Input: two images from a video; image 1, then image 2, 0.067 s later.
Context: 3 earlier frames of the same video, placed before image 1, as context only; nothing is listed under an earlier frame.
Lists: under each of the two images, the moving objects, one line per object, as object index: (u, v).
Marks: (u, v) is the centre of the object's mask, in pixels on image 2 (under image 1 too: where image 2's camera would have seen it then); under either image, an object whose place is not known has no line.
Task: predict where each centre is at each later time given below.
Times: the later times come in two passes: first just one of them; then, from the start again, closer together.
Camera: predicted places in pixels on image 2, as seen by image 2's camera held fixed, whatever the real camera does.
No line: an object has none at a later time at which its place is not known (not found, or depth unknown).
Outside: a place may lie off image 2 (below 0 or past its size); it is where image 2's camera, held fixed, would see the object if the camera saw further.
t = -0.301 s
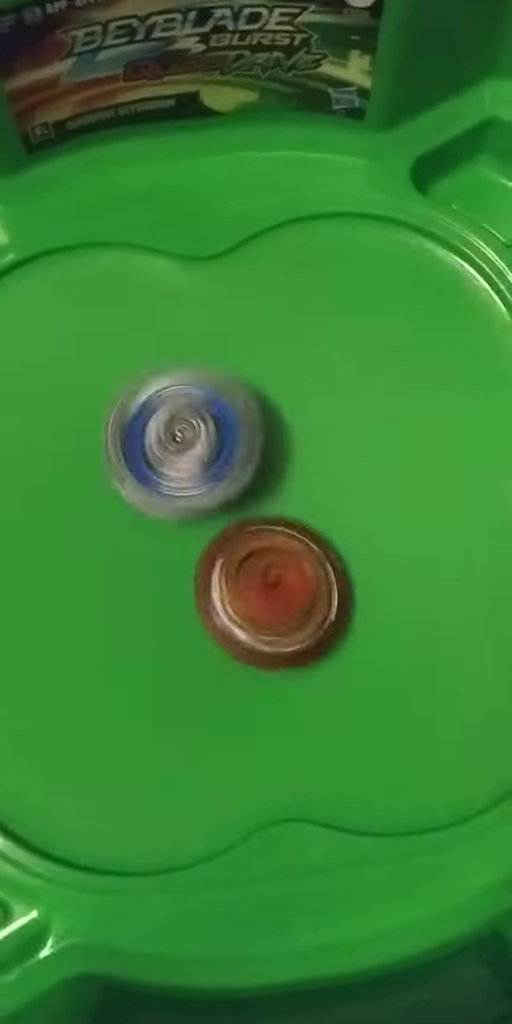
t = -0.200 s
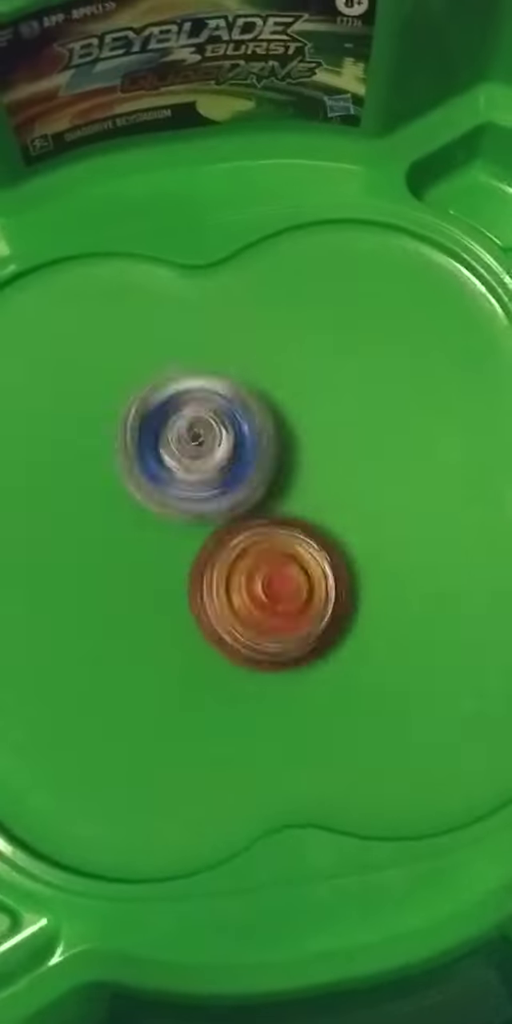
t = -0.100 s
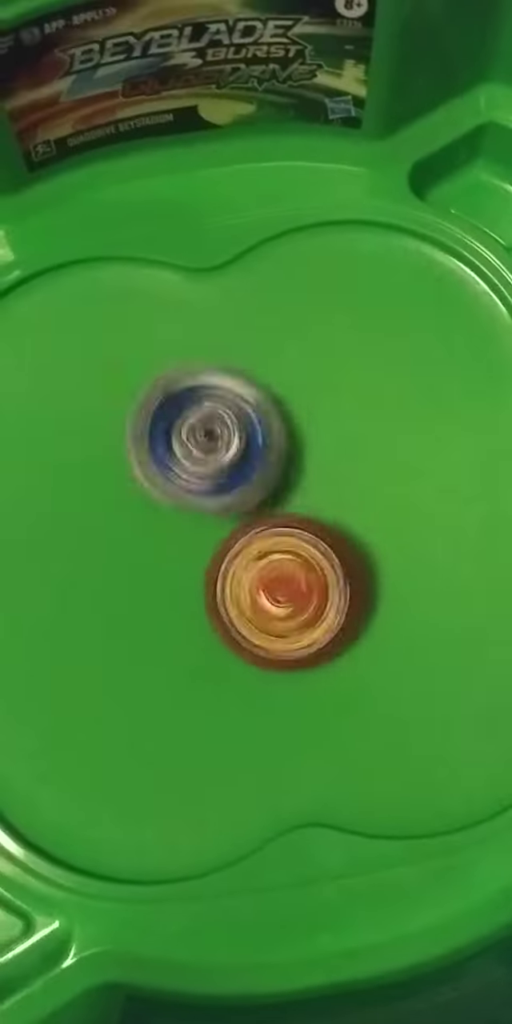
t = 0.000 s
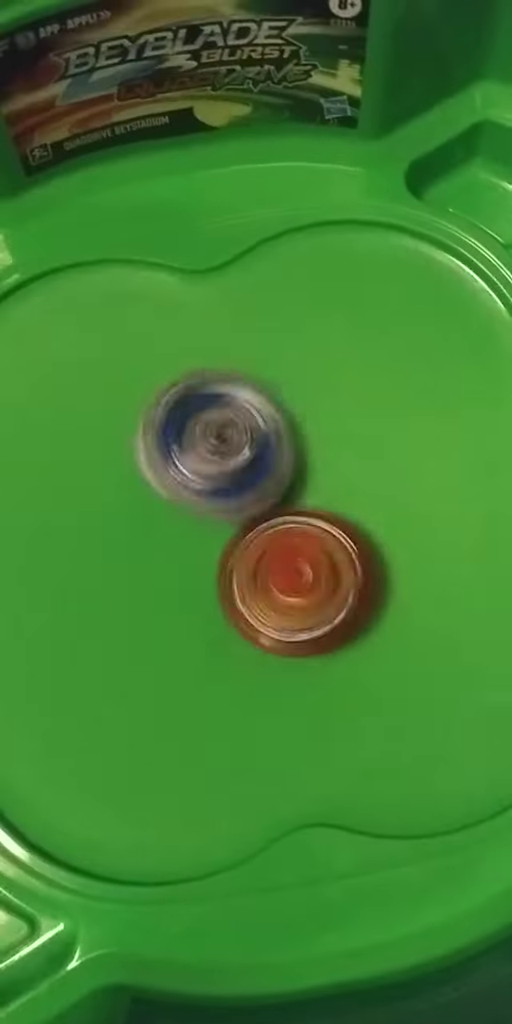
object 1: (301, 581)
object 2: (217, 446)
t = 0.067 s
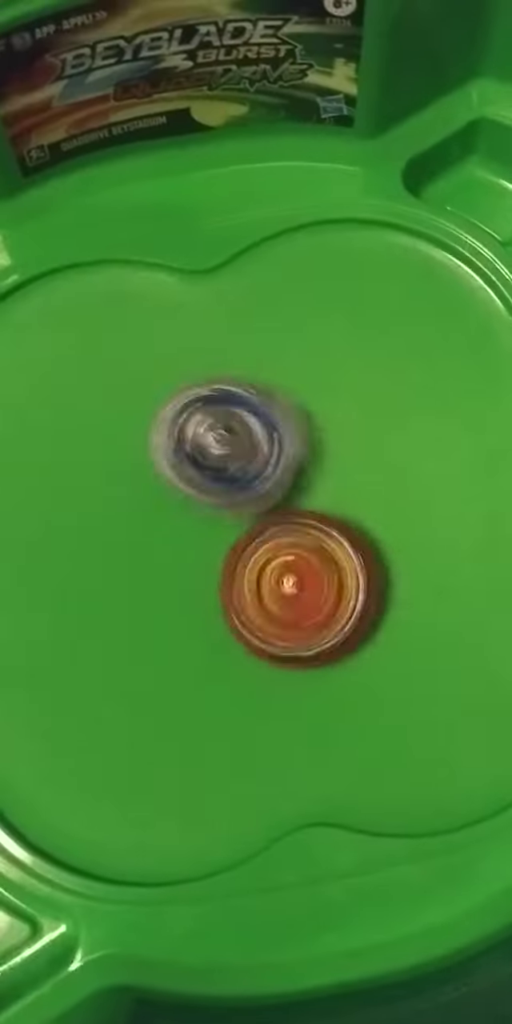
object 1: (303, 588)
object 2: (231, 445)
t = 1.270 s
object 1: (184, 555)
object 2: (241, 461)
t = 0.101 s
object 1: (304, 595)
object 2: (232, 441)
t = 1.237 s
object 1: (186, 556)
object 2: (239, 460)
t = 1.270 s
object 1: (184, 555)
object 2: (241, 461)
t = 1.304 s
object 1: (184, 555)
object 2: (240, 460)
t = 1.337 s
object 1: (184, 554)
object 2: (239, 460)
